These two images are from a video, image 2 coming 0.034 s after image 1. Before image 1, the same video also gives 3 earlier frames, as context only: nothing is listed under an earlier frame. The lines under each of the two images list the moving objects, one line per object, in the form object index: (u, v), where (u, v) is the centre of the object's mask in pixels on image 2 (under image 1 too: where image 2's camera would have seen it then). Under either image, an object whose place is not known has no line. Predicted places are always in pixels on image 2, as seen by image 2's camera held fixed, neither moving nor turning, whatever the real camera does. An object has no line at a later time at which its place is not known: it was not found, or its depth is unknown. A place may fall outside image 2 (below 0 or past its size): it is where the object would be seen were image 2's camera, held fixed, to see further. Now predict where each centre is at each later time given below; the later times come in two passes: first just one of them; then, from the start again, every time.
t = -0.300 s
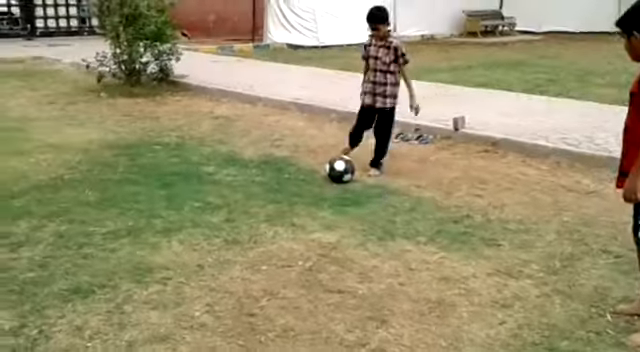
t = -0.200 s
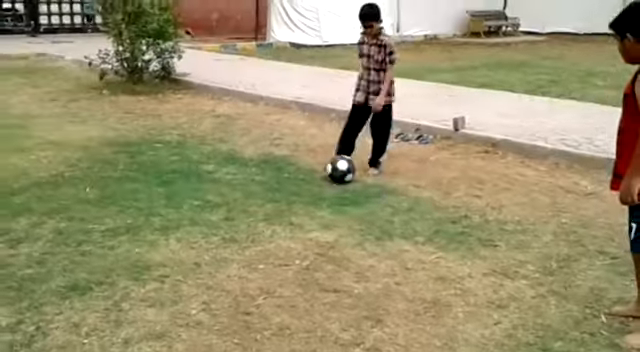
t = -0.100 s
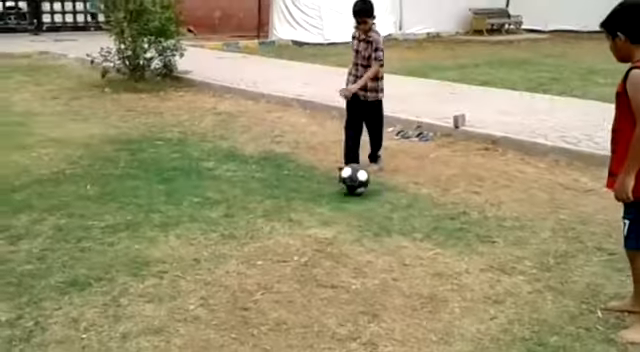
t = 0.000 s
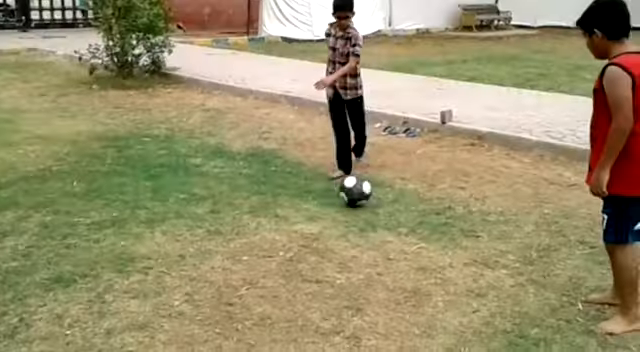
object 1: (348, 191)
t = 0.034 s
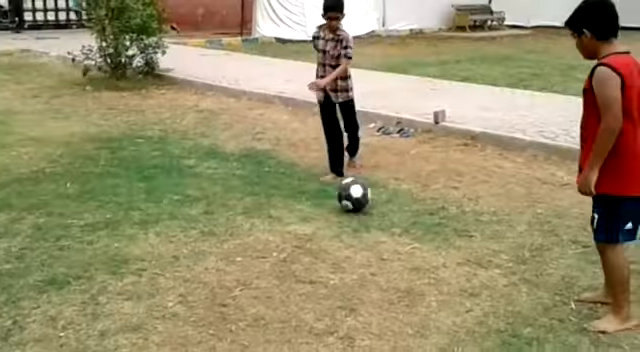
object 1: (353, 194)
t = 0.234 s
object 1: (380, 223)
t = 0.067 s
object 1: (358, 201)
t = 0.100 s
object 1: (364, 207)
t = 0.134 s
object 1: (368, 208)
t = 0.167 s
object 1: (372, 211)
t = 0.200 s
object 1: (376, 217)
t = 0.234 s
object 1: (380, 223)
